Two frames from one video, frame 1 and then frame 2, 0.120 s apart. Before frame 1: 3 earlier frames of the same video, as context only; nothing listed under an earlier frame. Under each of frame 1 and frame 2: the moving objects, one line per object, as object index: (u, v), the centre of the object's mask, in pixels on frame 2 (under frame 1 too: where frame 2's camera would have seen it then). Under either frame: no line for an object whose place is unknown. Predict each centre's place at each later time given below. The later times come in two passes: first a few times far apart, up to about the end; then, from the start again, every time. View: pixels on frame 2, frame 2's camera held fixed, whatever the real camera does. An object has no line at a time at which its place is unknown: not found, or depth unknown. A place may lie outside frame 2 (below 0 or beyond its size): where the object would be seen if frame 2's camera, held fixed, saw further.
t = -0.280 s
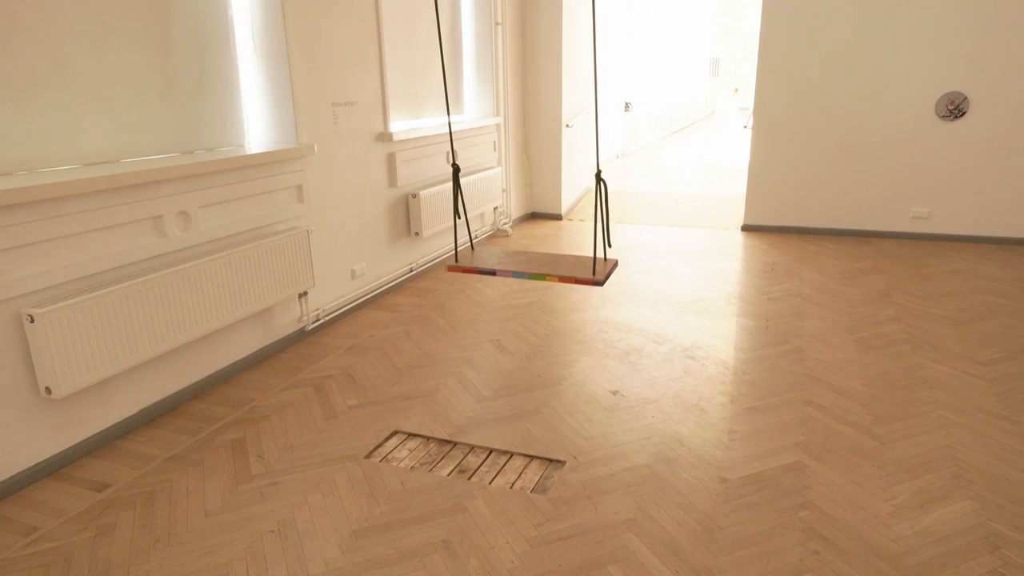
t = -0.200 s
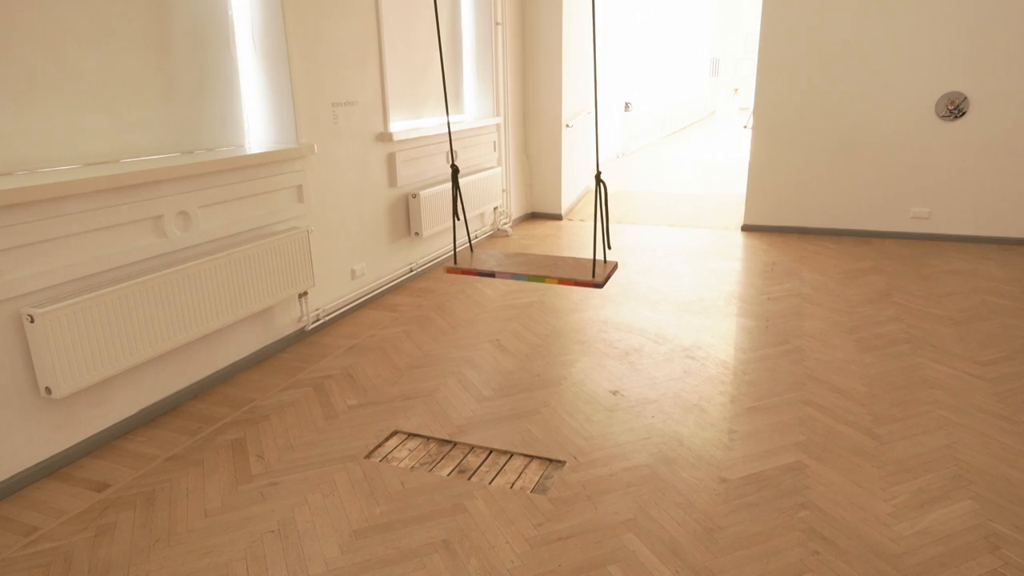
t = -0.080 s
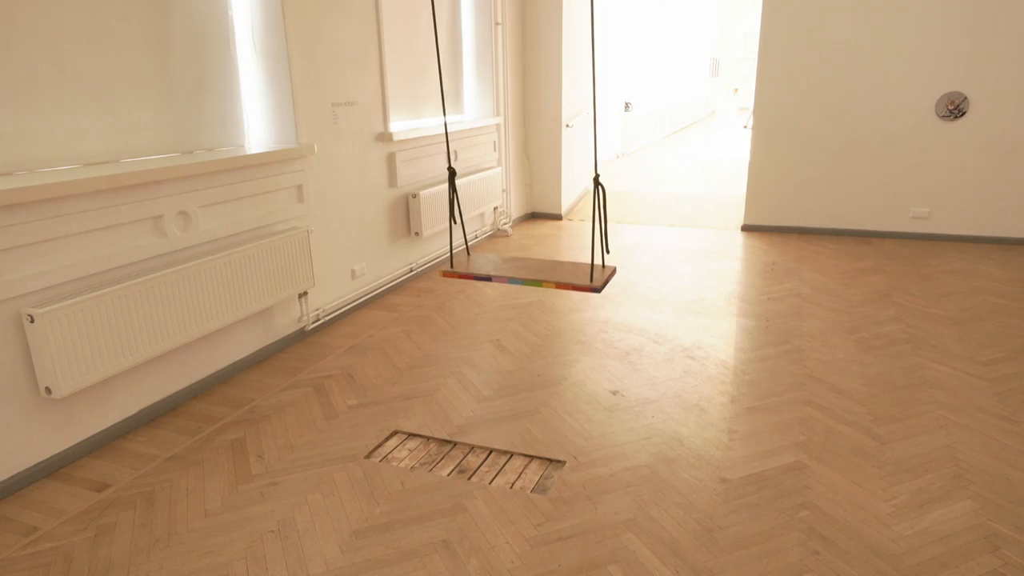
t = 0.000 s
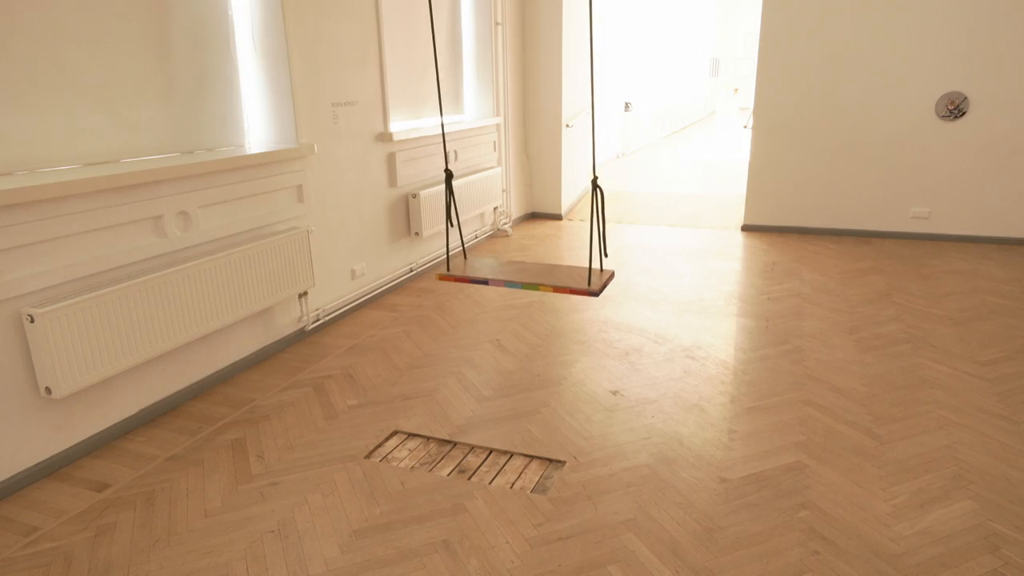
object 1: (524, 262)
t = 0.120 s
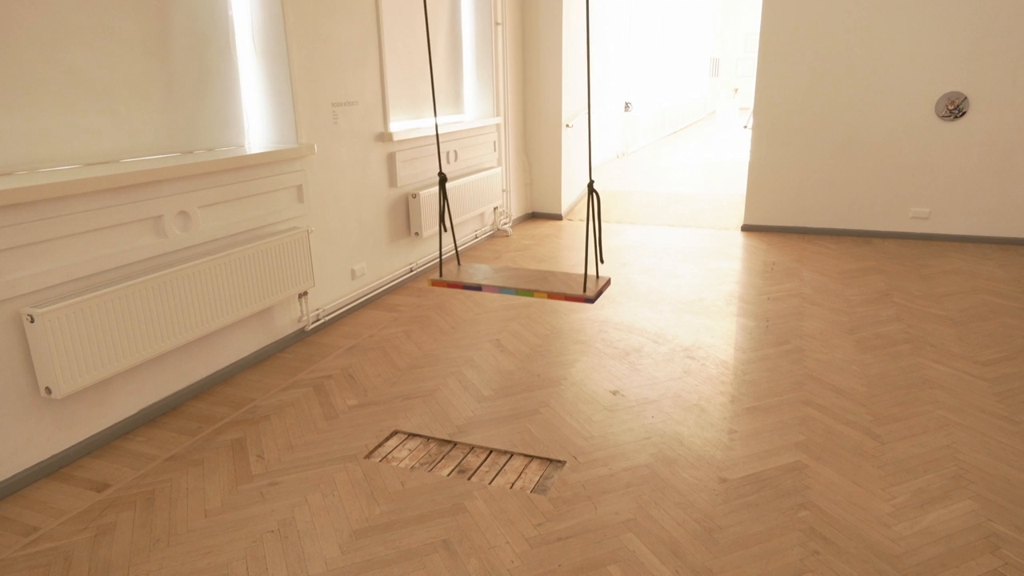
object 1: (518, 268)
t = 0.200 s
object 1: (510, 272)
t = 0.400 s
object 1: (496, 286)
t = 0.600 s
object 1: (481, 297)
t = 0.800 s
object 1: (460, 306)
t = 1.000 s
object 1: (439, 313)
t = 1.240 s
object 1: (434, 318)
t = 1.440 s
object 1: (424, 317)
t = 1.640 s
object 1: (430, 314)
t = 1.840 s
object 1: (442, 307)
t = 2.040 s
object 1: (457, 298)
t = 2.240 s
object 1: (478, 286)
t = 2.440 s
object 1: (486, 274)
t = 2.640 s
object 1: (511, 264)
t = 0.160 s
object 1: (514, 270)
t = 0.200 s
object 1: (510, 272)
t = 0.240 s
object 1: (513, 275)
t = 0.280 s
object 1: (506, 278)
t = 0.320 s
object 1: (506, 280)
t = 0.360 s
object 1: (506, 283)
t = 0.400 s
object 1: (496, 286)
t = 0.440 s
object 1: (491, 286)
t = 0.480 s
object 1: (487, 290)
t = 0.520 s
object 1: (482, 292)
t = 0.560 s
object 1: (484, 294)
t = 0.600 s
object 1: (481, 297)
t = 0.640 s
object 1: (472, 298)
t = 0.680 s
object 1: (472, 301)
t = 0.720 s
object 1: (472, 303)
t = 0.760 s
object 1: (467, 305)
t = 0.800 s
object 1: (460, 306)
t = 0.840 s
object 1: (455, 308)
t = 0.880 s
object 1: (460, 310)
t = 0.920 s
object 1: (449, 311)
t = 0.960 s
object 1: (453, 313)
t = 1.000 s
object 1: (439, 313)
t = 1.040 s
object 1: (440, 314)
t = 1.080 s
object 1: (438, 315)
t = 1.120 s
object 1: (437, 316)
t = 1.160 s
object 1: (438, 317)
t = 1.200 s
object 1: (429, 317)
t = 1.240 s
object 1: (434, 318)
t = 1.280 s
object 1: (427, 318)
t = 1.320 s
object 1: (427, 318)
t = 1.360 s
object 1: (427, 318)
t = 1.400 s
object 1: (427, 318)
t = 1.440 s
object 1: (424, 317)
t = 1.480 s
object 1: (430, 317)
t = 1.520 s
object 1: (427, 316)
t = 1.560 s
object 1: (426, 315)
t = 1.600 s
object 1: (427, 314)
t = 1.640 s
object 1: (430, 314)
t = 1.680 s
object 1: (439, 313)
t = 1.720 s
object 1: (436, 311)
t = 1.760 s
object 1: (434, 310)
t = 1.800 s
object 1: (437, 308)
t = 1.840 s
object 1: (442, 307)
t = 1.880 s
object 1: (450, 306)
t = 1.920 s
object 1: (446, 303)
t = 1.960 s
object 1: (451, 302)
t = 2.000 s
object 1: (457, 300)
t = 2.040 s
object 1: (457, 298)
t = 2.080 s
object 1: (458, 295)
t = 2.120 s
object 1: (470, 294)
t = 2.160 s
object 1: (473, 291)
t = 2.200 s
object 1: (478, 289)
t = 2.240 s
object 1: (478, 286)
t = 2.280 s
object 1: (479, 284)
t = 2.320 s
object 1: (478, 281)
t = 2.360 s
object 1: (484, 279)
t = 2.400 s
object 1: (487, 277)
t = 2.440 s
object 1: (486, 274)
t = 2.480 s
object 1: (495, 272)
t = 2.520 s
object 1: (497, 270)
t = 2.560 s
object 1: (506, 268)
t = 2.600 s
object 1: (509, 266)
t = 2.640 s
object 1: (511, 264)
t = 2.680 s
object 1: (509, 262)
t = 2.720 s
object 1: (510, 259)
